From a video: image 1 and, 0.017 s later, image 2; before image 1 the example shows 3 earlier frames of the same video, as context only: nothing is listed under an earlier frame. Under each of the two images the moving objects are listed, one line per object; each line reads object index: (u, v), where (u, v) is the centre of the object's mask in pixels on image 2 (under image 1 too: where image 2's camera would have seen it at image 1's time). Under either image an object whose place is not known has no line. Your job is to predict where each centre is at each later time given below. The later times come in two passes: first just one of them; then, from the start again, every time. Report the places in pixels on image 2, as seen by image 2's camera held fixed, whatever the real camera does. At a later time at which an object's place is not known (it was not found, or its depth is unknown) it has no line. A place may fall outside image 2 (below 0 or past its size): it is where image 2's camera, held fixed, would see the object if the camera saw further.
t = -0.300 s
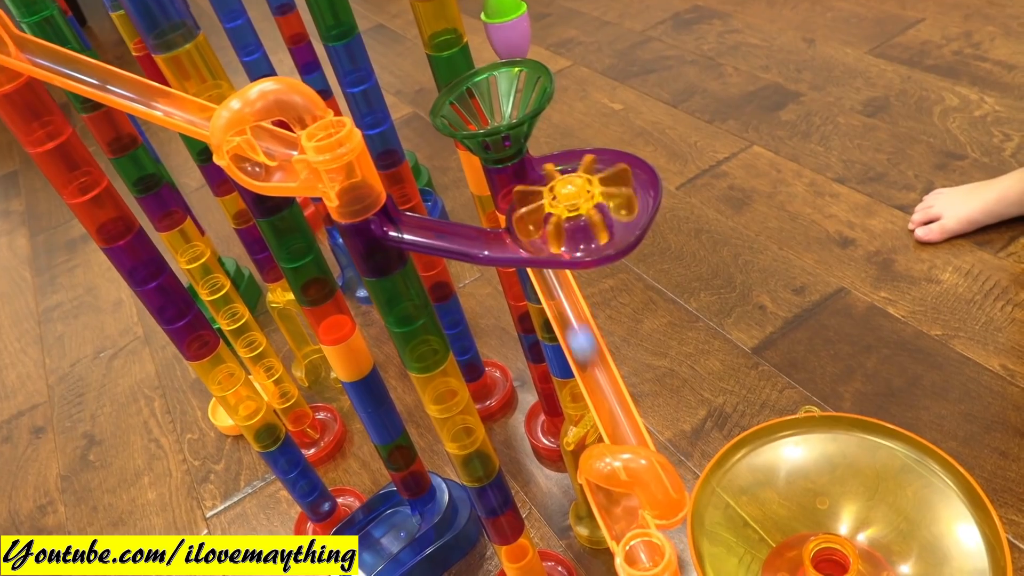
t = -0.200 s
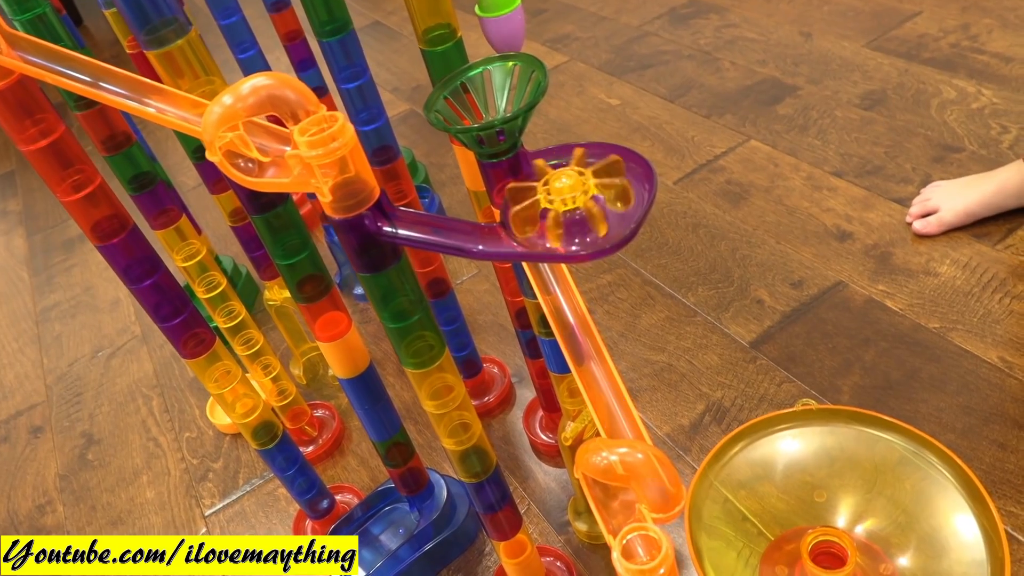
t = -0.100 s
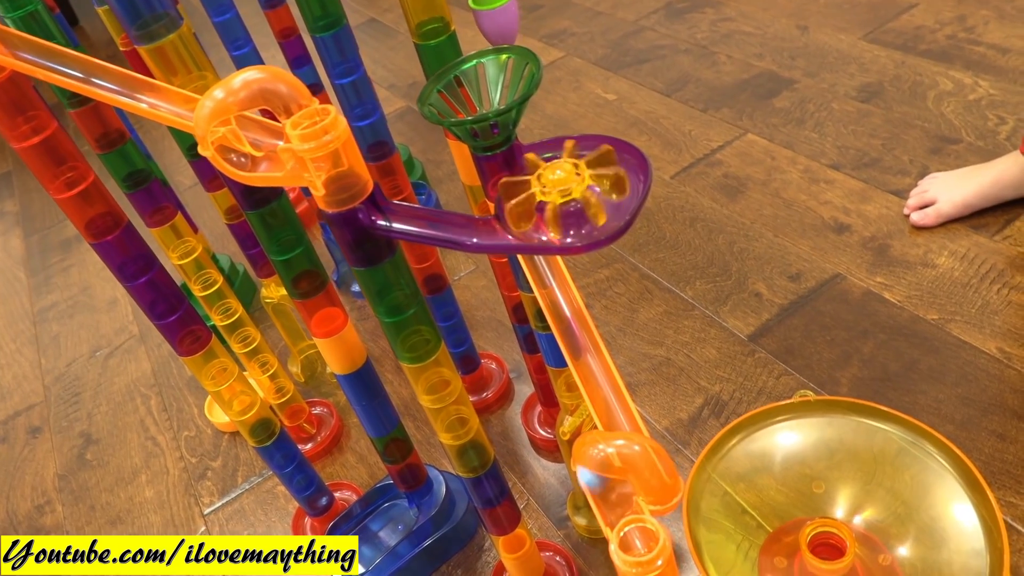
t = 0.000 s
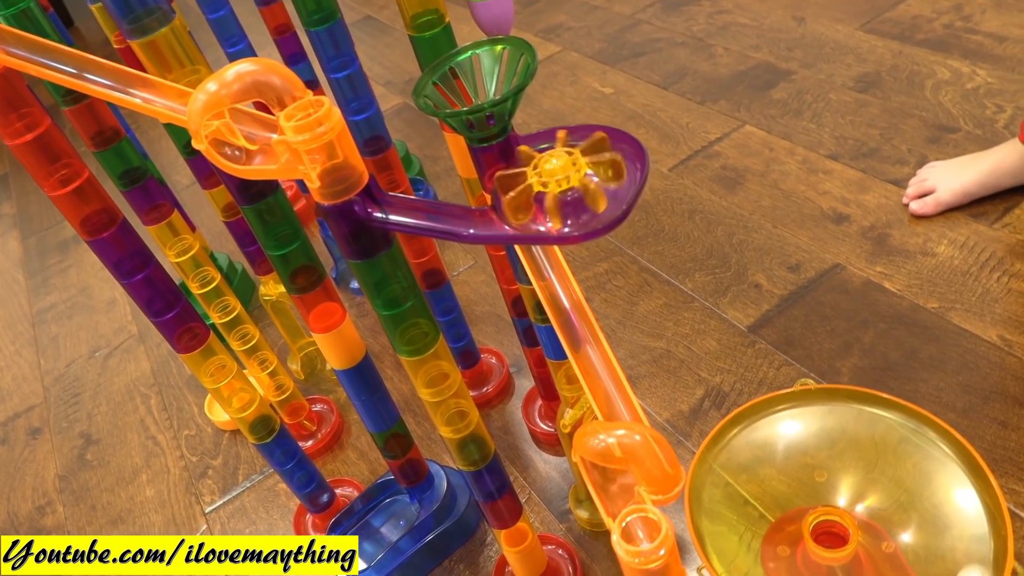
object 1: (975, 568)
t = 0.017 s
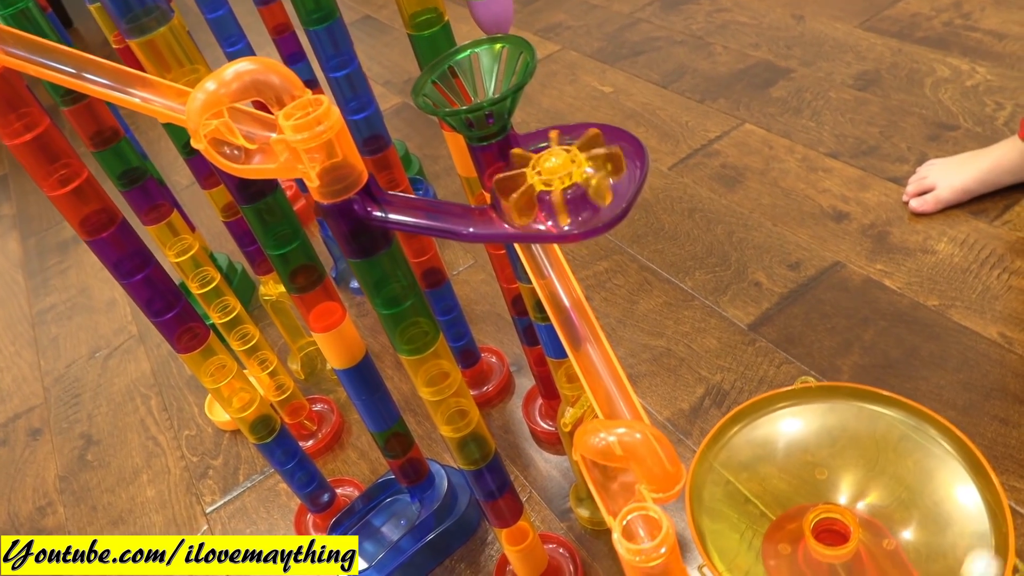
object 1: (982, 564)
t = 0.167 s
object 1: (959, 457)
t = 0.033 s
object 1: (985, 556)
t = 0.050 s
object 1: (988, 544)
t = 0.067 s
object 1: (990, 531)
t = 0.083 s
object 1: (988, 518)
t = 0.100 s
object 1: (984, 505)
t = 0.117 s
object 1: (980, 494)
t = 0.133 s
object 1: (974, 481)
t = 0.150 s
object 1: (967, 469)
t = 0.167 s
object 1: (959, 457)
